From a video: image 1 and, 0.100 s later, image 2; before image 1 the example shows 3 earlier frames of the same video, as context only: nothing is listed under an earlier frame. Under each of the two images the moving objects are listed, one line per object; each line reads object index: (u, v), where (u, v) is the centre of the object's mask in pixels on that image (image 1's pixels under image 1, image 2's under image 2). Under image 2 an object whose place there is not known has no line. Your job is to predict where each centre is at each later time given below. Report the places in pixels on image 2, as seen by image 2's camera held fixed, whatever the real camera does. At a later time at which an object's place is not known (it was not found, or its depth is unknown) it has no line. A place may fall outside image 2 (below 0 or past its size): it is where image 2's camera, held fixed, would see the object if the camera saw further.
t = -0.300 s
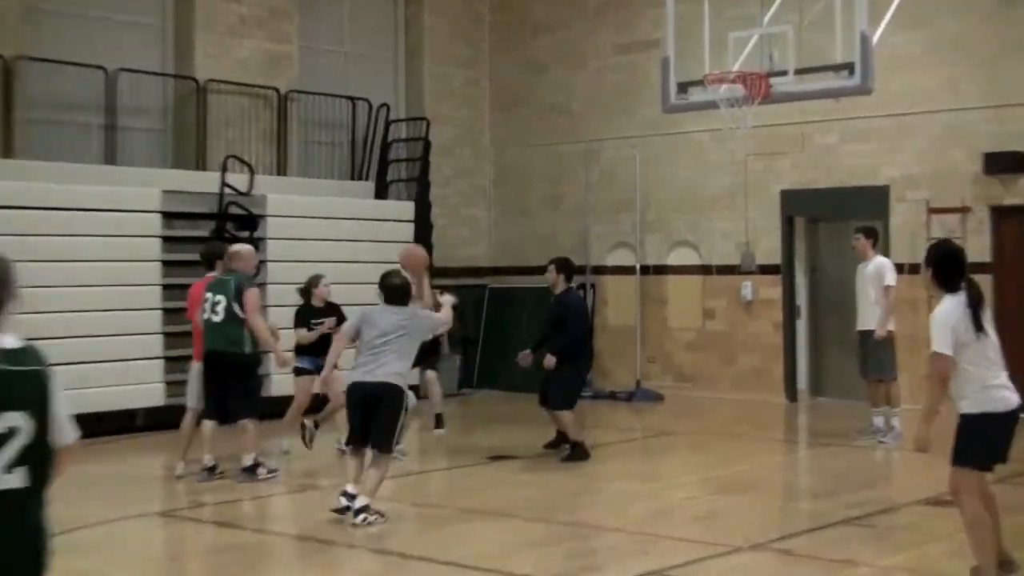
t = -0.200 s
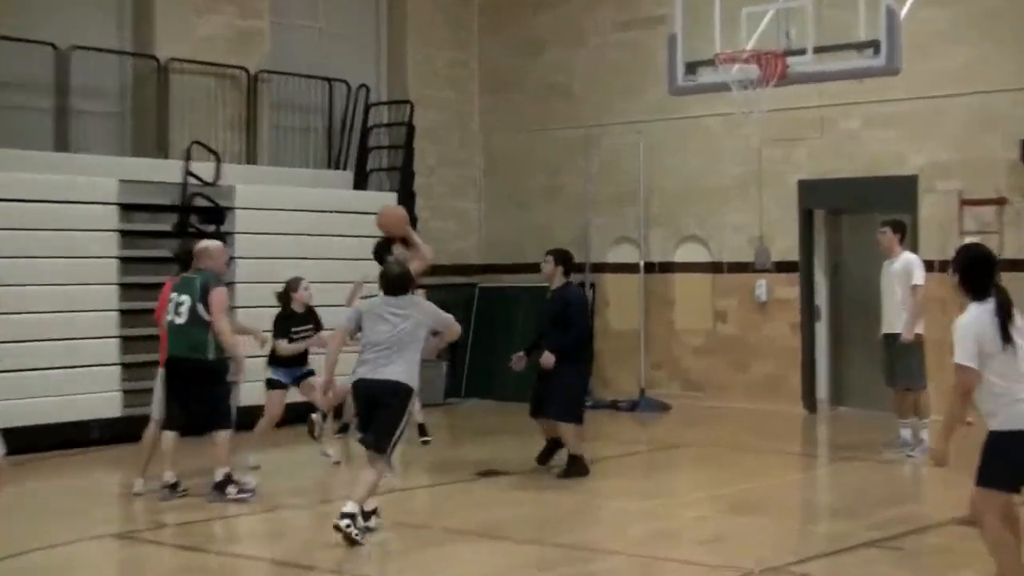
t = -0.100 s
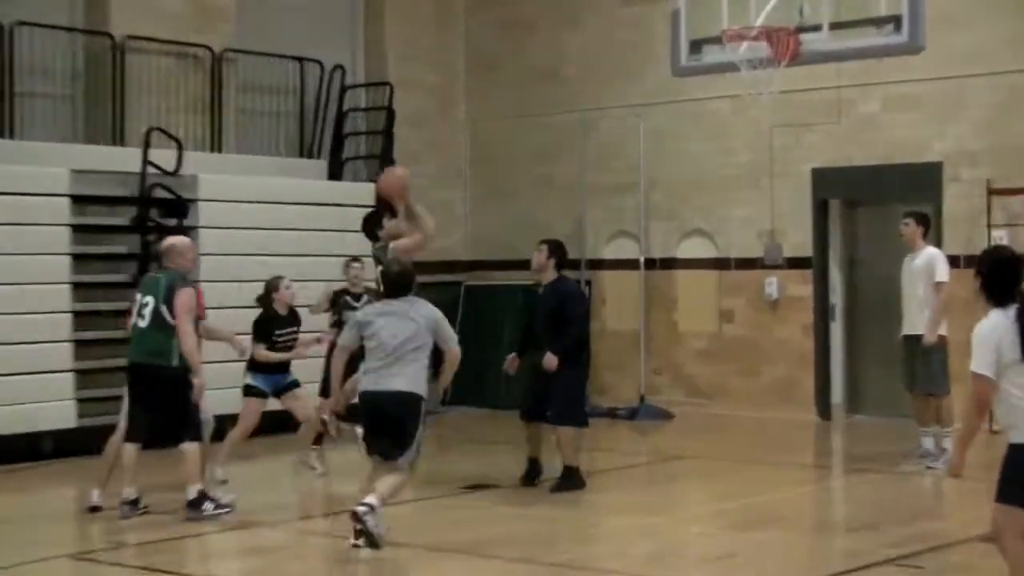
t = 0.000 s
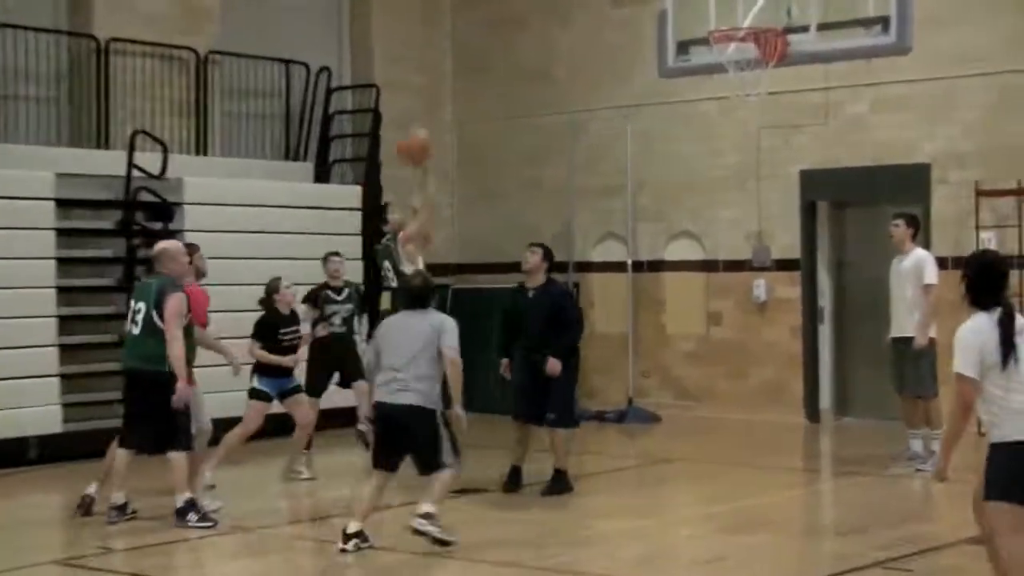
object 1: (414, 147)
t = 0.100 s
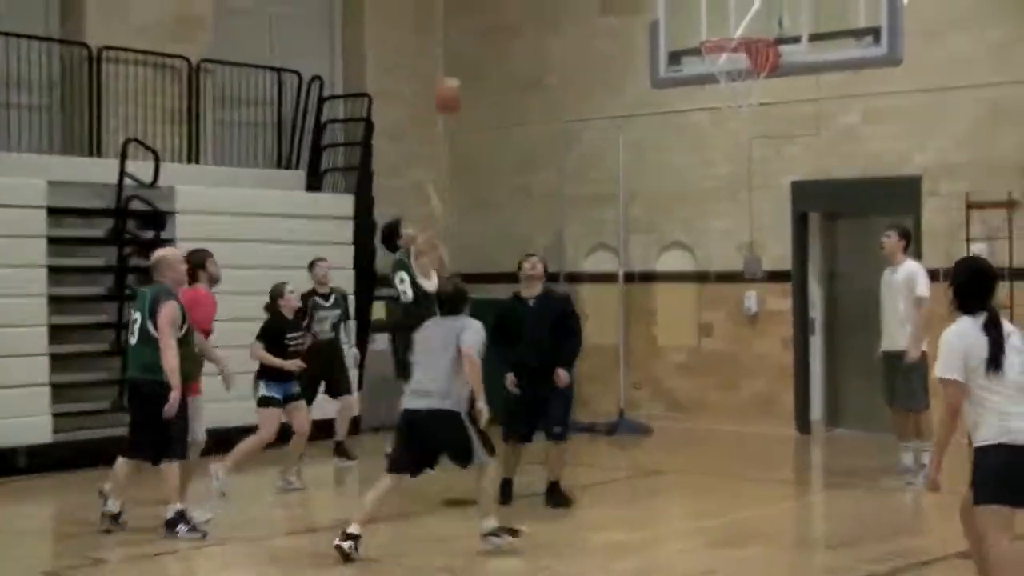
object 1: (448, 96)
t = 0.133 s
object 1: (463, 81)
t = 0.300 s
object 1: (538, 16)
